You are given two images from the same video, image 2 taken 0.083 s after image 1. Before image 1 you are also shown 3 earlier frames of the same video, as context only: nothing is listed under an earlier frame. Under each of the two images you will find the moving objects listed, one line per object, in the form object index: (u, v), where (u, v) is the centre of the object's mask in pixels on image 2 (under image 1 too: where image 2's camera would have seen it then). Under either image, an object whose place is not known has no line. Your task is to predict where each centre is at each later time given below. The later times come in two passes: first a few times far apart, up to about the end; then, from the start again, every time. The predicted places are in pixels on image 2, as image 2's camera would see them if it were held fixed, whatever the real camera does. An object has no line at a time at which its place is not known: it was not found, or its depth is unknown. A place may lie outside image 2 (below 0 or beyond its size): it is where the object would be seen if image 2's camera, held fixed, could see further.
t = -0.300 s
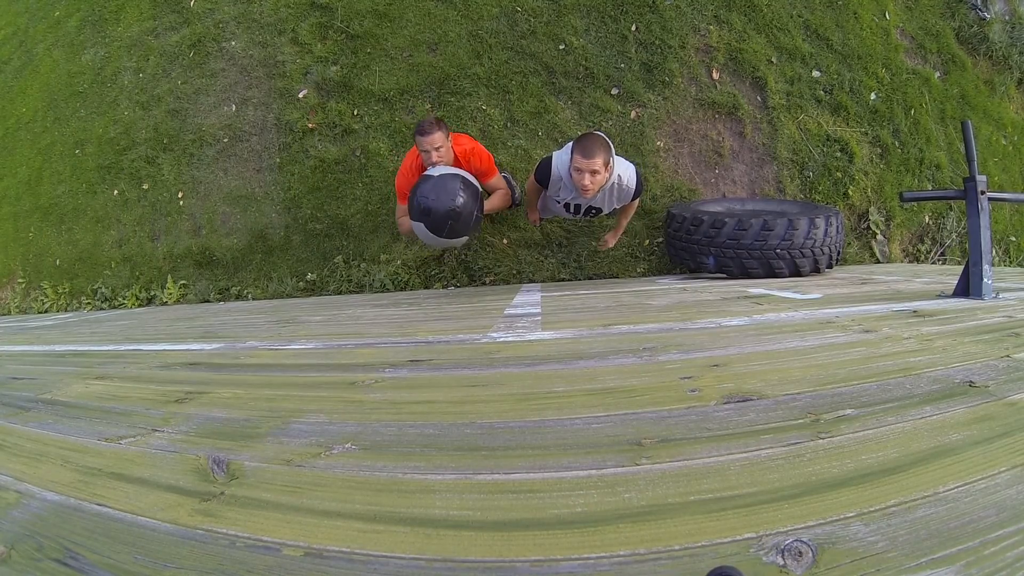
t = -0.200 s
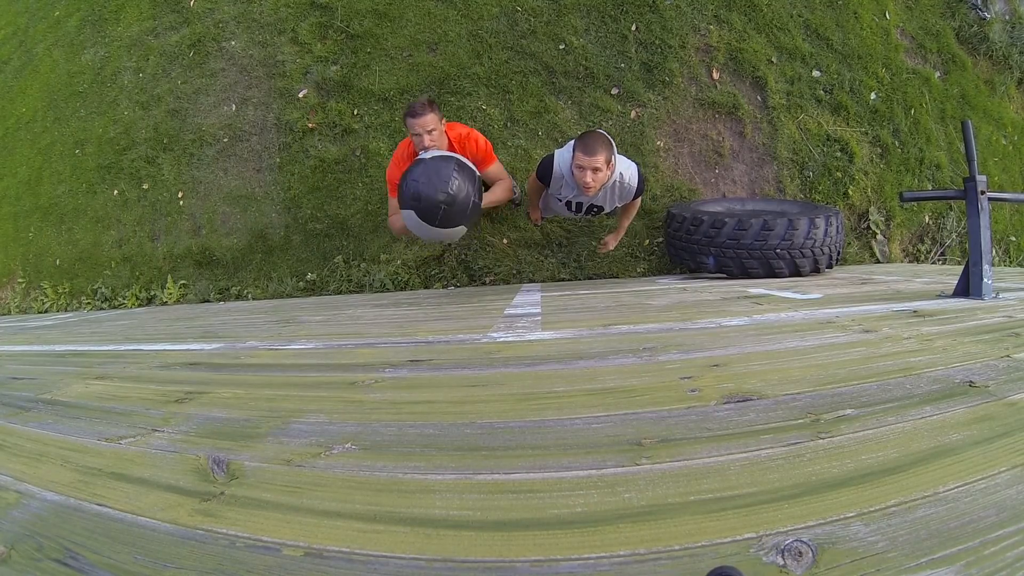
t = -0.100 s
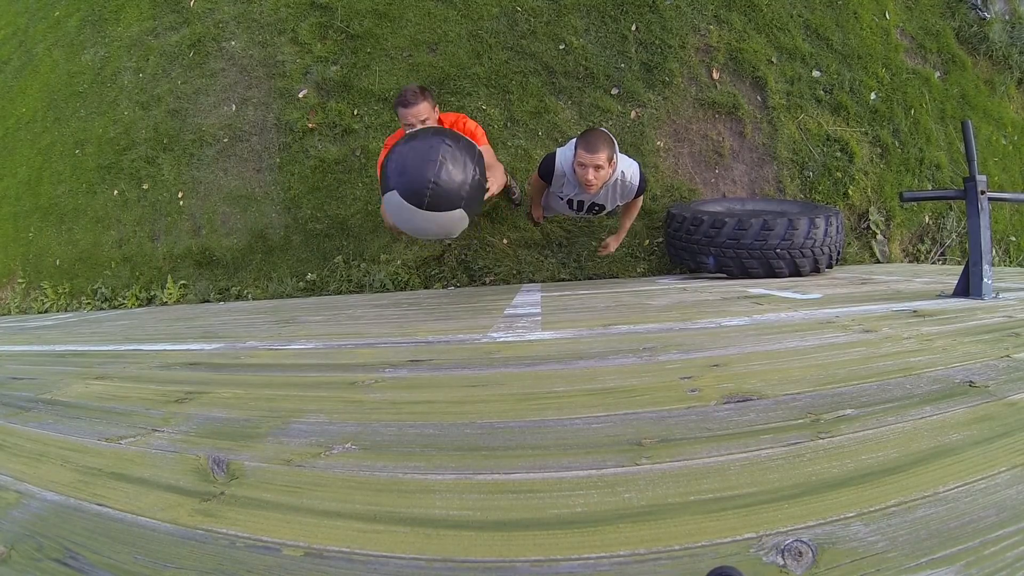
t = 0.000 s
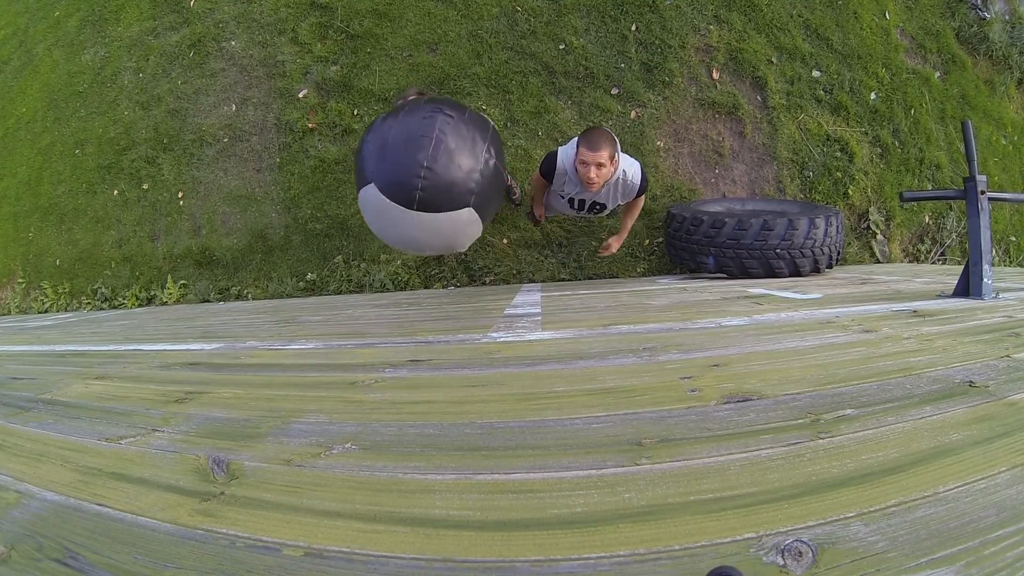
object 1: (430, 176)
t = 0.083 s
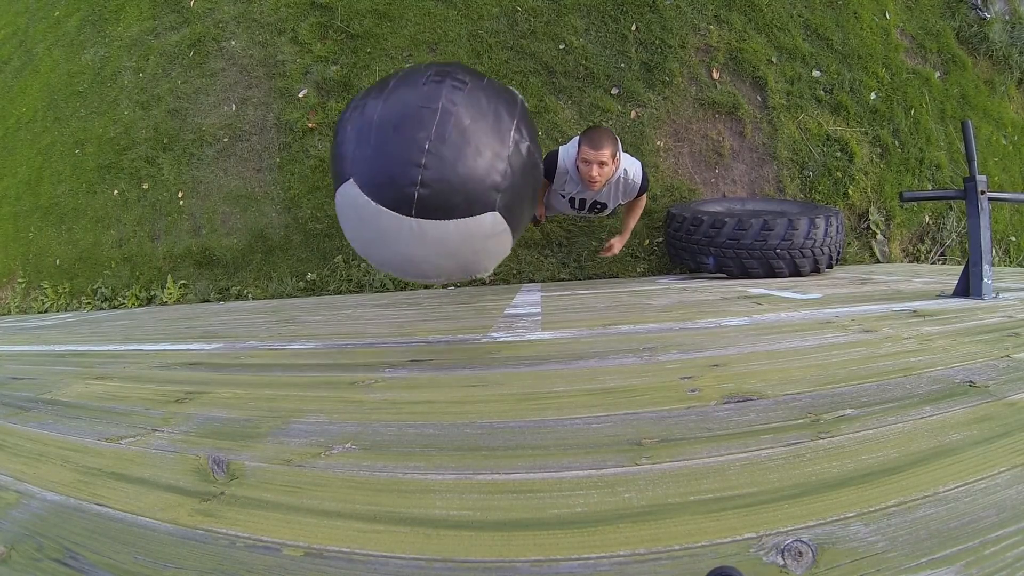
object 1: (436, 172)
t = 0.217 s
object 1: (492, 188)
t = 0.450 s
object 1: (758, 218)
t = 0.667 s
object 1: (724, 177)
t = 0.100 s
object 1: (439, 172)
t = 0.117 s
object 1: (442, 172)
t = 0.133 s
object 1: (447, 173)
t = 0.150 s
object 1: (453, 175)
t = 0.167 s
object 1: (460, 176)
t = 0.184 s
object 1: (469, 178)
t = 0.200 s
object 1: (479, 182)
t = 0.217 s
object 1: (492, 188)
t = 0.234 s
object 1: (507, 197)
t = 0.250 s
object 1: (525, 206)
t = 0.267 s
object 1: (546, 217)
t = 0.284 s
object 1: (569, 228)
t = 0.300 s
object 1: (594, 240)
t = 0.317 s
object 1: (621, 251)
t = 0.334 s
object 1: (648, 259)
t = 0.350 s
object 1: (673, 259)
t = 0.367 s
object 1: (694, 256)
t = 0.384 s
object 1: (712, 251)
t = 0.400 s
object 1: (728, 242)
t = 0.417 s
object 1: (740, 234)
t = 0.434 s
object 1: (751, 226)
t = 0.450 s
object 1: (758, 218)
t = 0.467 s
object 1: (763, 209)
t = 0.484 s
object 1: (766, 202)
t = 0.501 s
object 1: (766, 195)
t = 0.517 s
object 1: (765, 187)
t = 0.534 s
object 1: (763, 183)
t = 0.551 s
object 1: (760, 179)
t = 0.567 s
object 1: (756, 175)
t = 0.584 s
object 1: (752, 174)
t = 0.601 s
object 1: (746, 175)
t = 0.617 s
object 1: (741, 175)
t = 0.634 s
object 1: (735, 176)
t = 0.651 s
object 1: (729, 177)
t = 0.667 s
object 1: (724, 177)
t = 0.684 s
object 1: (718, 178)
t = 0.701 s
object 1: (713, 180)
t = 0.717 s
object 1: (707, 182)
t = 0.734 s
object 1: (702, 183)
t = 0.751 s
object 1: (697, 185)
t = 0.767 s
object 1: (692, 186)
